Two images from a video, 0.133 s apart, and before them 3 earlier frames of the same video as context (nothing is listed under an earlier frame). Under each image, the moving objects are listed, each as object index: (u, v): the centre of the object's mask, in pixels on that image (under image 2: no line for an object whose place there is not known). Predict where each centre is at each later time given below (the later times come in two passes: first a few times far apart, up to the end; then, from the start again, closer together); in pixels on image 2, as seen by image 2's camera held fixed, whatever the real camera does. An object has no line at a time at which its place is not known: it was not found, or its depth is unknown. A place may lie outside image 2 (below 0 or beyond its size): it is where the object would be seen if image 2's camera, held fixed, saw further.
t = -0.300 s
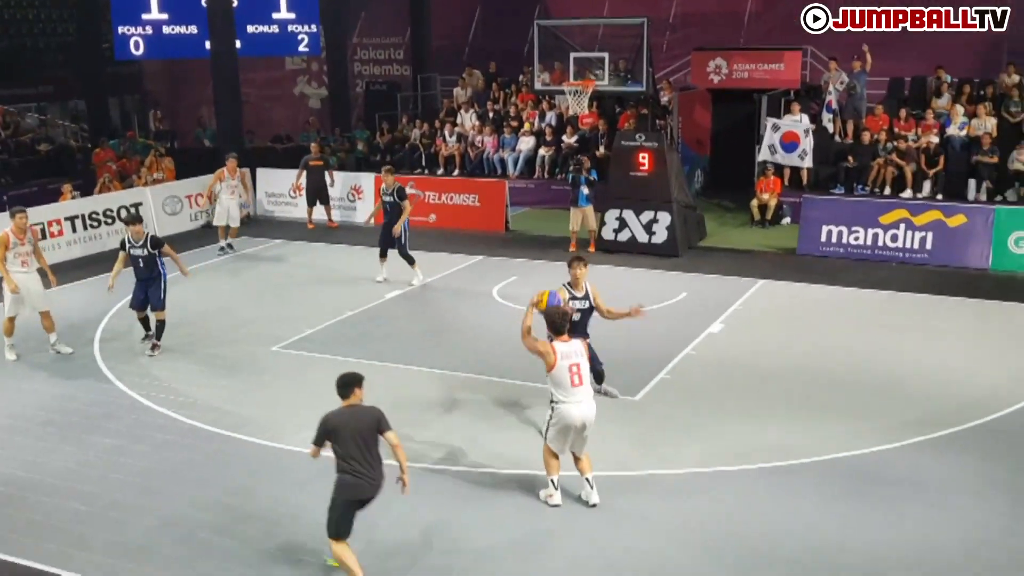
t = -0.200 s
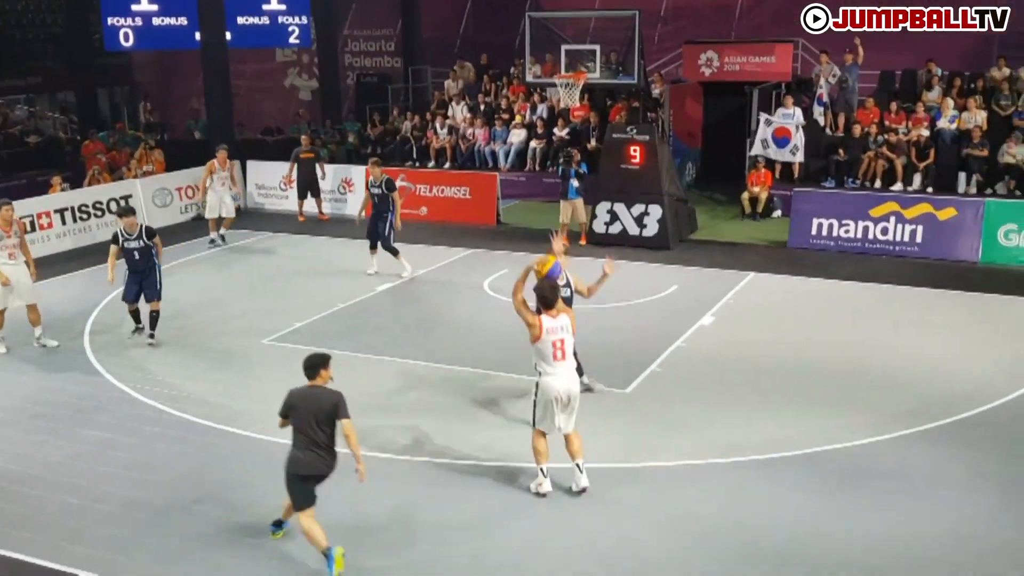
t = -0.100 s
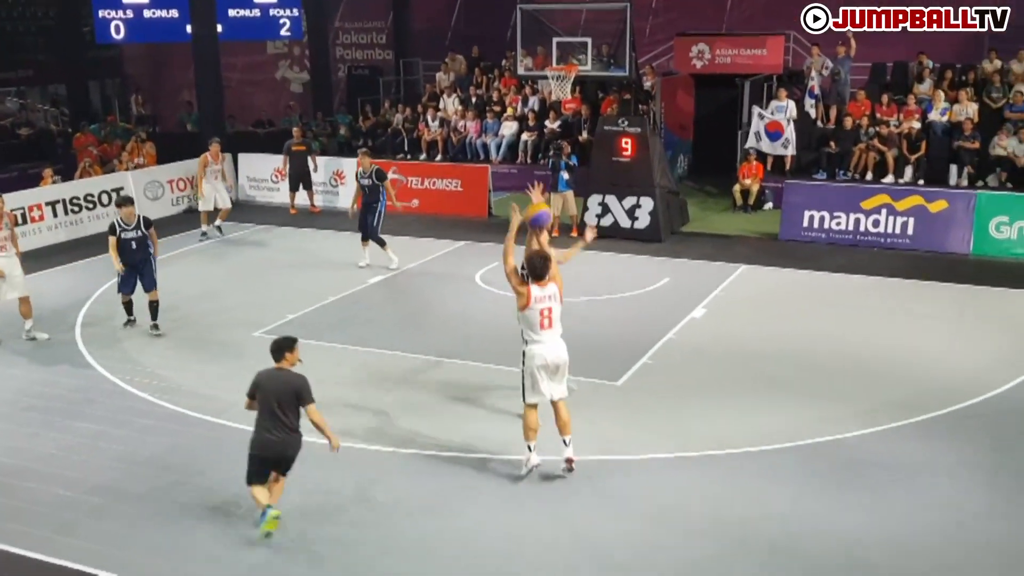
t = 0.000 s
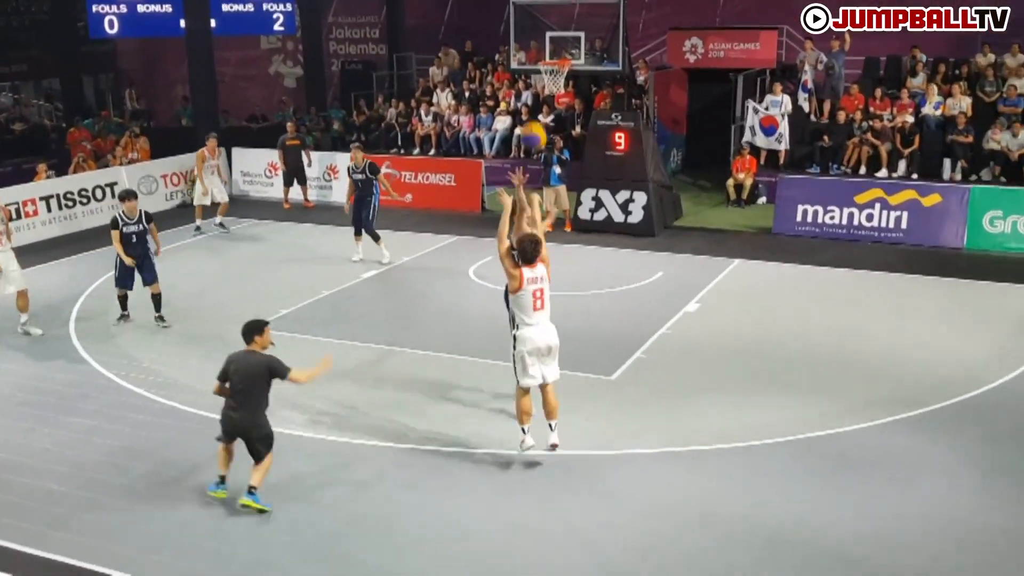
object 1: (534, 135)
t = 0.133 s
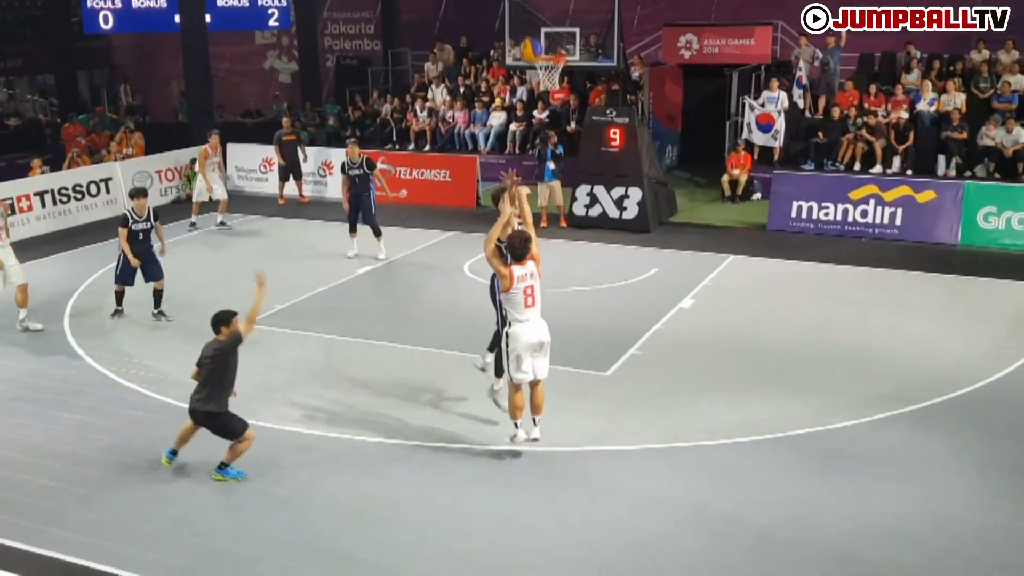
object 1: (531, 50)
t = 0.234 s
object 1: (534, 11)
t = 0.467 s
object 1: (539, -41)
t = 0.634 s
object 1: (540, -41)
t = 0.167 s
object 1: (532, 36)
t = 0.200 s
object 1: (533, 22)
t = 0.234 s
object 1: (534, 11)
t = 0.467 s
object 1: (539, -41)
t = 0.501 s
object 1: (538, -43)
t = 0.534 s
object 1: (539, -44)
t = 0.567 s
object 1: (539, -43)
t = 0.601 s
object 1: (540, -42)
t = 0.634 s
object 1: (540, -41)
